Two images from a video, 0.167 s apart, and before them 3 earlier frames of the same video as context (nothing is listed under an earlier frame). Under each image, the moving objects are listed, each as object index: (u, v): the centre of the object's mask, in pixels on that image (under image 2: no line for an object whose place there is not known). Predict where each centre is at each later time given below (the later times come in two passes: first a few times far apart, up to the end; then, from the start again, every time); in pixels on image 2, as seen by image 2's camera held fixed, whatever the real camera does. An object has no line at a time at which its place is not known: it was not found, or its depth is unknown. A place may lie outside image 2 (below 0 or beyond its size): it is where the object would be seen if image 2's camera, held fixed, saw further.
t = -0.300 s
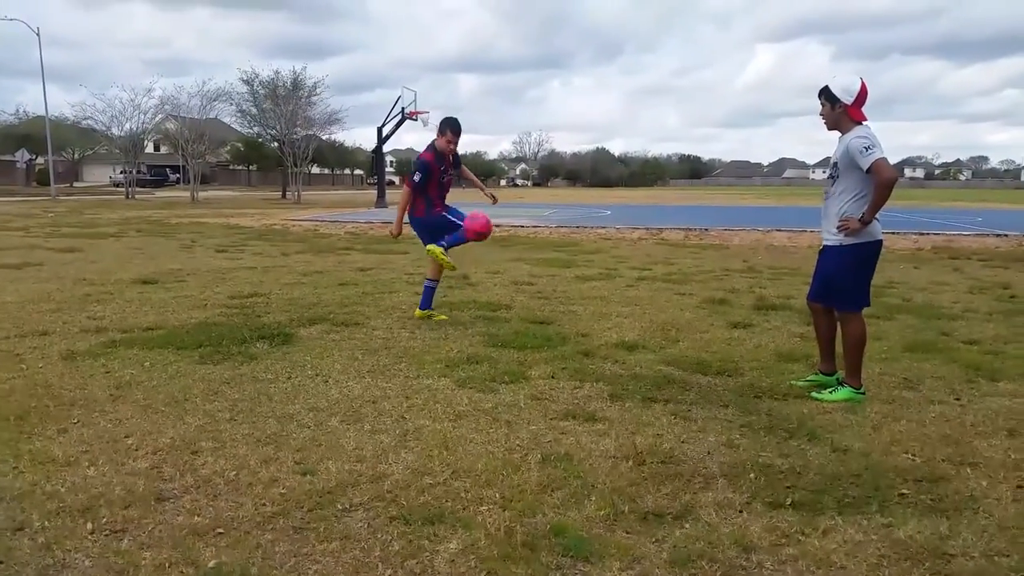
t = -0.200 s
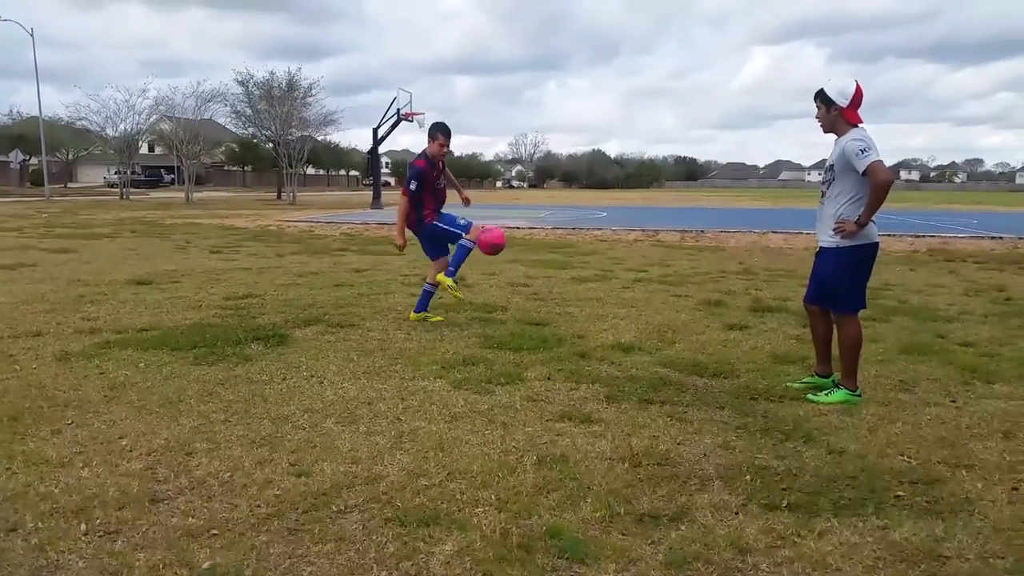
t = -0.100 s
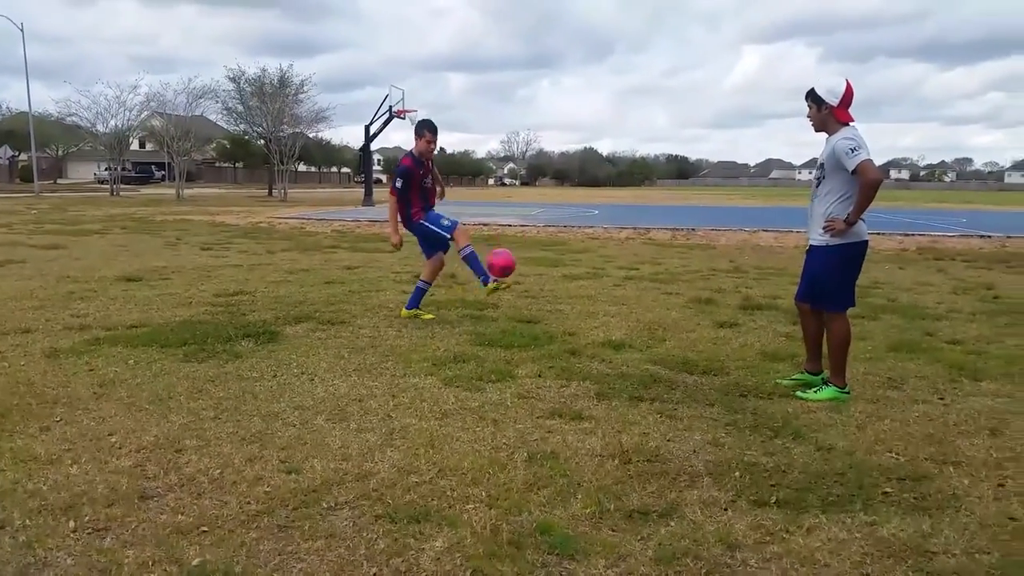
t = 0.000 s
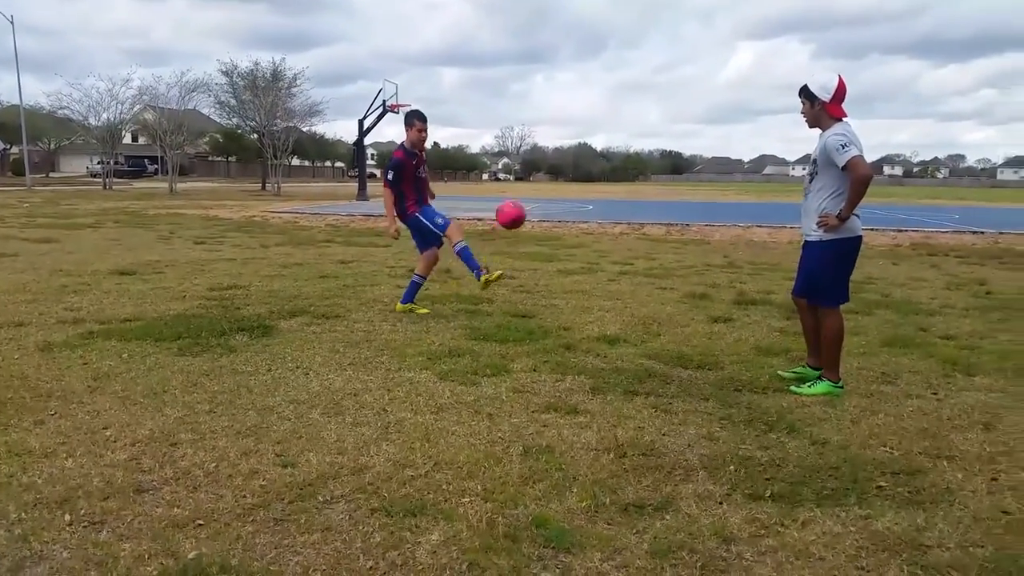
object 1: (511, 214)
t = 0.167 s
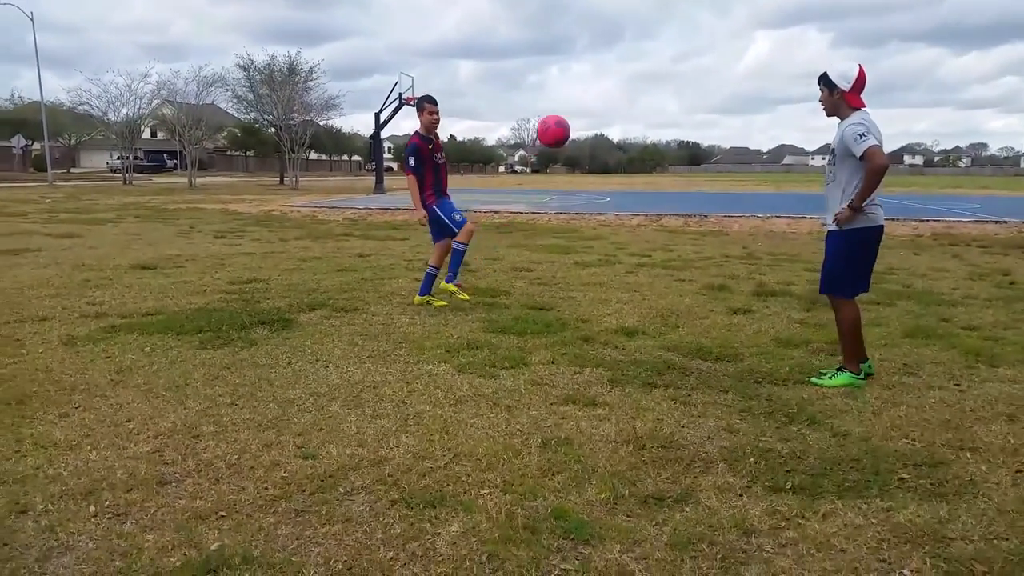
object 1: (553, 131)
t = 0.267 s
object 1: (571, 99)
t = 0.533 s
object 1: (626, 80)
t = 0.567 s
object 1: (634, 87)
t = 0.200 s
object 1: (559, 119)
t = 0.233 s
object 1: (565, 108)
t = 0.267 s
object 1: (571, 99)
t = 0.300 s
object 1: (577, 90)
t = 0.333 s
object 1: (583, 84)
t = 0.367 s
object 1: (589, 78)
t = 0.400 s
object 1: (597, 75)
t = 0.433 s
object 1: (605, 73)
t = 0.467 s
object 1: (612, 73)
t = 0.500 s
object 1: (619, 75)
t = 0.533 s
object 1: (626, 80)
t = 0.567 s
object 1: (634, 87)
